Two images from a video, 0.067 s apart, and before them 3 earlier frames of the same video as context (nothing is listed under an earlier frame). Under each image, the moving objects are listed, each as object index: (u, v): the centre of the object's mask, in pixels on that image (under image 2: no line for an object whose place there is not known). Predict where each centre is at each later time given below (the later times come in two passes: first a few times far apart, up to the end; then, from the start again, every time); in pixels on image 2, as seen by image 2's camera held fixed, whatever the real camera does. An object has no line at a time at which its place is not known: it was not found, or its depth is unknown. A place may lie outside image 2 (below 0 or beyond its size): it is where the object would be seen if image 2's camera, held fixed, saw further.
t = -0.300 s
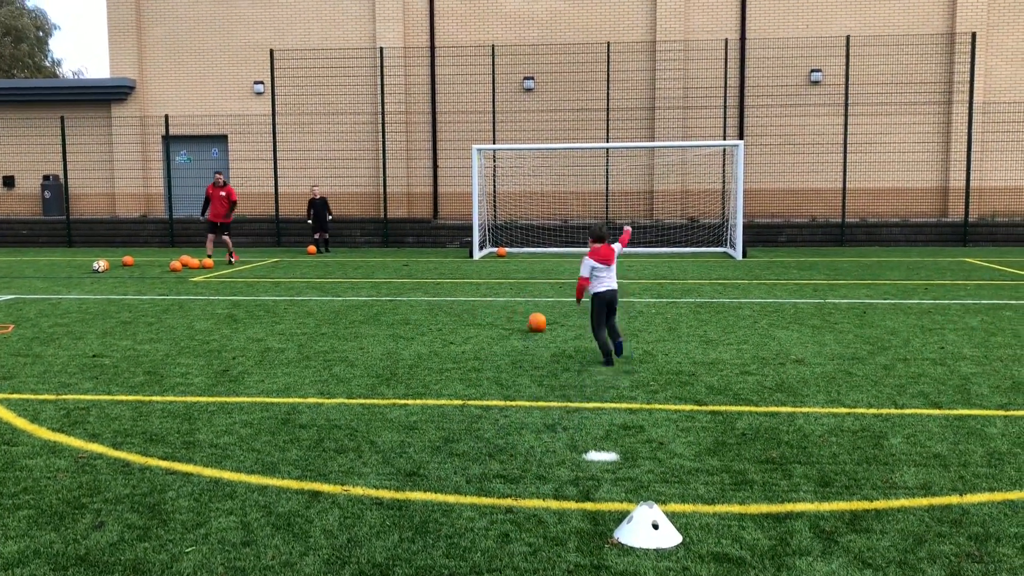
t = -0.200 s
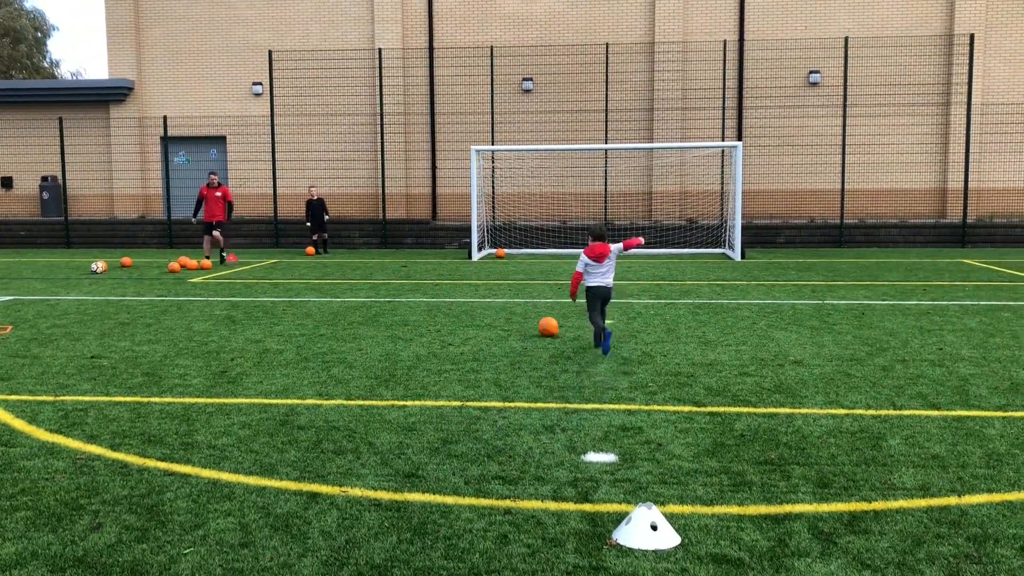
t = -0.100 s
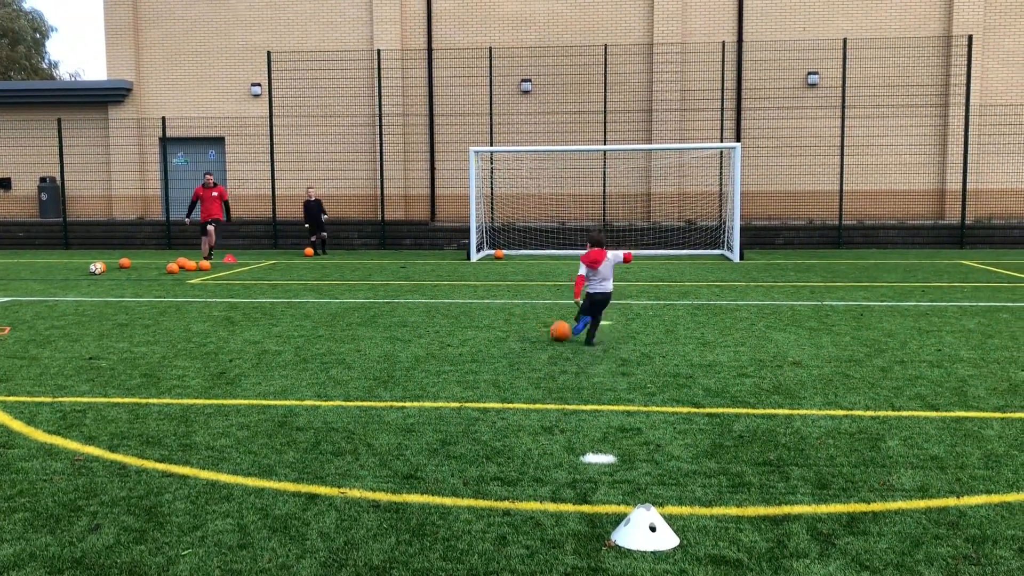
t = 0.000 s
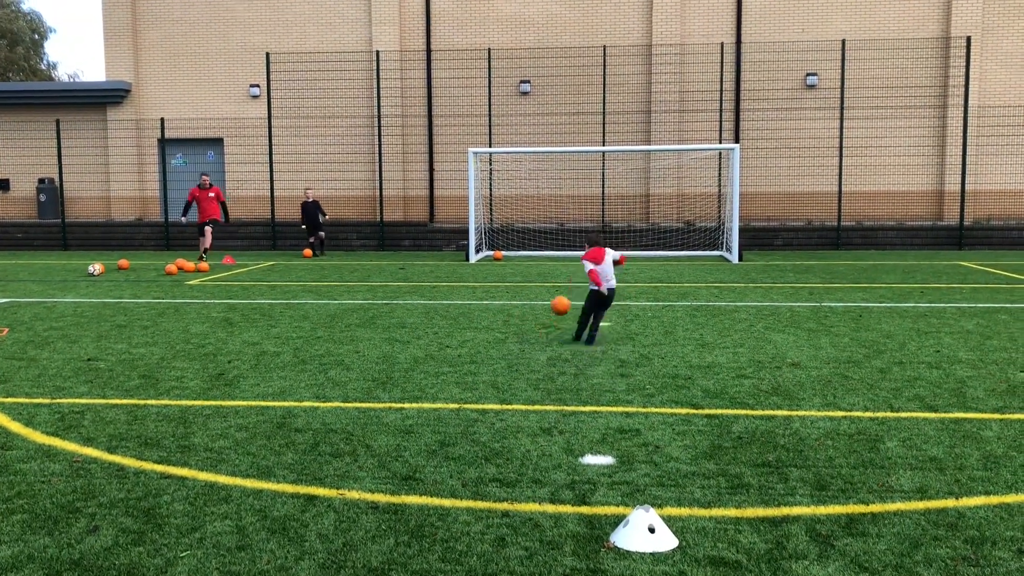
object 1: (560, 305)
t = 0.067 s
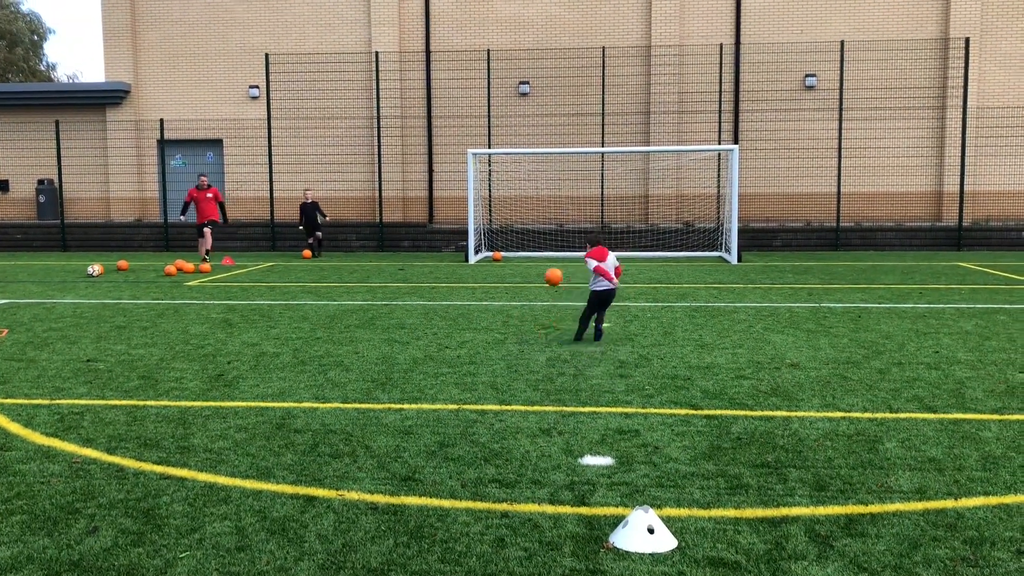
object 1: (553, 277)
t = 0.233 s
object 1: (542, 231)
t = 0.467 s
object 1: (531, 210)
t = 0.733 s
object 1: (524, 223)
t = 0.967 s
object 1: (519, 253)
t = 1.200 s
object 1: (511, 243)
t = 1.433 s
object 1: (505, 246)
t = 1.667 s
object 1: (505, 247)
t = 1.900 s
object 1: (505, 249)
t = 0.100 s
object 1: (550, 265)
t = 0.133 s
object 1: (548, 255)
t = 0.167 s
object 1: (546, 246)
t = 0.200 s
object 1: (544, 237)
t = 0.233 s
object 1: (542, 231)
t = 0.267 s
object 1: (540, 225)
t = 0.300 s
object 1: (537, 221)
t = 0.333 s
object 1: (537, 217)
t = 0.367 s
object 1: (535, 215)
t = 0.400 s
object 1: (534, 212)
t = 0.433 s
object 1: (533, 211)
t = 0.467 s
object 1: (531, 210)
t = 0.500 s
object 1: (530, 210)
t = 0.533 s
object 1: (530, 210)
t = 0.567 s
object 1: (530, 211)
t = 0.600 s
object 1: (527, 213)
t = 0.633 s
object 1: (527, 215)
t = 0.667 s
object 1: (526, 217)
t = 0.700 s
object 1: (525, 220)
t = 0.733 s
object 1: (524, 223)
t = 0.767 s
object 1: (523, 226)
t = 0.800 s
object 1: (523, 230)
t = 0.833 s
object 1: (522, 234)
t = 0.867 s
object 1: (521, 239)
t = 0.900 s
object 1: (520, 243)
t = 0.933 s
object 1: (519, 248)
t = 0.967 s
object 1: (519, 253)
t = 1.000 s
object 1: (518, 253)
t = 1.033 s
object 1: (517, 248)
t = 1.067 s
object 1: (517, 245)
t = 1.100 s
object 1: (516, 243)
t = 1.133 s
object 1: (515, 242)
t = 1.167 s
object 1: (513, 242)
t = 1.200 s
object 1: (511, 243)
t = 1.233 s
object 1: (510, 244)
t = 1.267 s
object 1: (507, 246)
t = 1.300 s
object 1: (506, 248)
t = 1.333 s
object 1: (505, 248)
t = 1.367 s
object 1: (505, 247)
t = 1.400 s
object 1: (505, 247)
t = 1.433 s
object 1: (505, 246)
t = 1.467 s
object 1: (505, 246)
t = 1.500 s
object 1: (505, 246)
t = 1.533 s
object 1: (505, 247)
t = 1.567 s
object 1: (505, 247)
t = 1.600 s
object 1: (505, 247)
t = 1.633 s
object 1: (505, 247)
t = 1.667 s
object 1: (505, 247)
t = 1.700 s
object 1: (505, 247)
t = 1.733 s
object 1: (505, 247)
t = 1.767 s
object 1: (505, 247)
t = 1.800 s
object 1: (505, 248)
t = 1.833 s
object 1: (505, 248)
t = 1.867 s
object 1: (505, 249)
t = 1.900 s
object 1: (505, 249)
